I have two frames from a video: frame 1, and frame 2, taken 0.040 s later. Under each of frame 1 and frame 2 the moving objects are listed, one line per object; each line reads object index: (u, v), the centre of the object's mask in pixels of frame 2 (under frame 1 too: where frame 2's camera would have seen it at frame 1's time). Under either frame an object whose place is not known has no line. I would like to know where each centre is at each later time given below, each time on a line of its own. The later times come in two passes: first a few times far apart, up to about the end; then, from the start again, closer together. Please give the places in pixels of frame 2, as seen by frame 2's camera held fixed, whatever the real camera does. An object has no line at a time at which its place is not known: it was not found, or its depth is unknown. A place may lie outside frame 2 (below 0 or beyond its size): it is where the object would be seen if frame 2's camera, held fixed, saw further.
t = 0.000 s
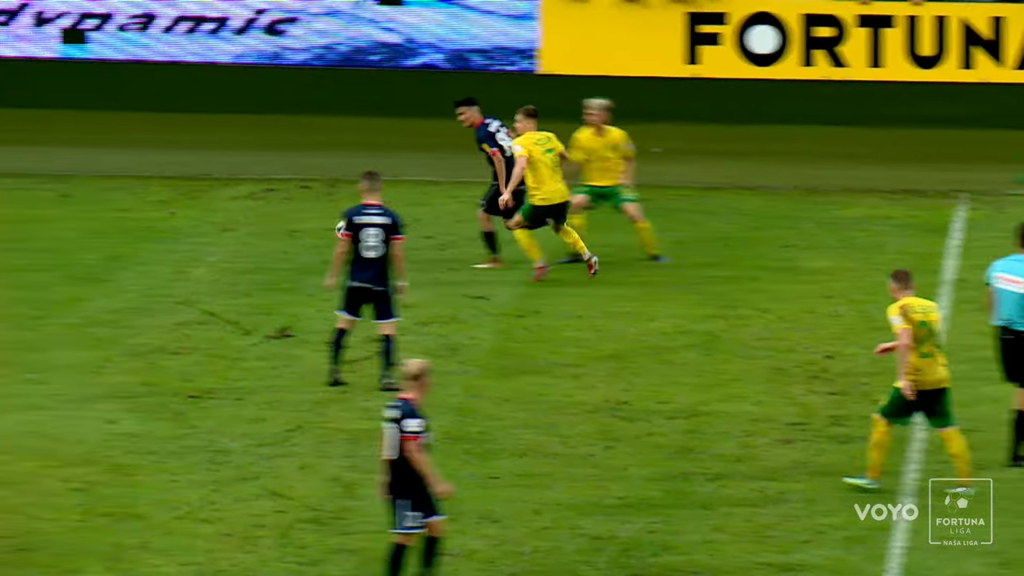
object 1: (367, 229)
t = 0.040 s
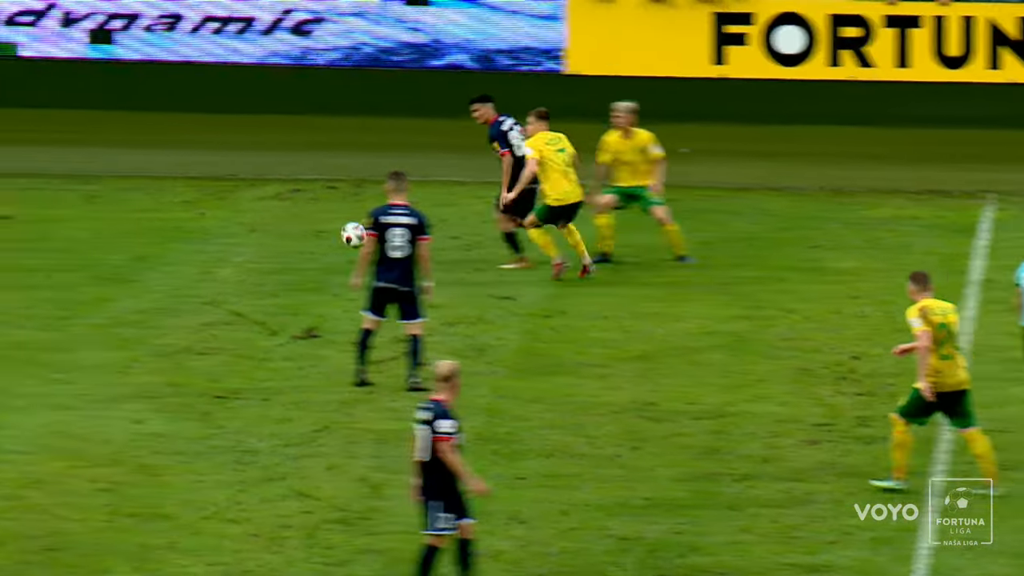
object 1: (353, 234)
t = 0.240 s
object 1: (252, 284)
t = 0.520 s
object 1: (119, 277)
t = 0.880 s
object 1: (-41, 292)
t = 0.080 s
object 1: (334, 240)
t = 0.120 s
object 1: (313, 248)
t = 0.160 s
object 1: (293, 258)
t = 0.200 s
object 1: (272, 270)
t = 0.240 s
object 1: (252, 284)
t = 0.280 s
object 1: (233, 283)
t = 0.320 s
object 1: (214, 277)
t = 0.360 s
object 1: (195, 274)
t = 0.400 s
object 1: (176, 272)
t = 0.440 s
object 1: (157, 272)
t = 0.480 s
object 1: (138, 274)
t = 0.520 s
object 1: (119, 277)
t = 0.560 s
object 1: (99, 283)
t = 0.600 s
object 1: (79, 290)
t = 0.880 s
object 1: (-41, 292)
